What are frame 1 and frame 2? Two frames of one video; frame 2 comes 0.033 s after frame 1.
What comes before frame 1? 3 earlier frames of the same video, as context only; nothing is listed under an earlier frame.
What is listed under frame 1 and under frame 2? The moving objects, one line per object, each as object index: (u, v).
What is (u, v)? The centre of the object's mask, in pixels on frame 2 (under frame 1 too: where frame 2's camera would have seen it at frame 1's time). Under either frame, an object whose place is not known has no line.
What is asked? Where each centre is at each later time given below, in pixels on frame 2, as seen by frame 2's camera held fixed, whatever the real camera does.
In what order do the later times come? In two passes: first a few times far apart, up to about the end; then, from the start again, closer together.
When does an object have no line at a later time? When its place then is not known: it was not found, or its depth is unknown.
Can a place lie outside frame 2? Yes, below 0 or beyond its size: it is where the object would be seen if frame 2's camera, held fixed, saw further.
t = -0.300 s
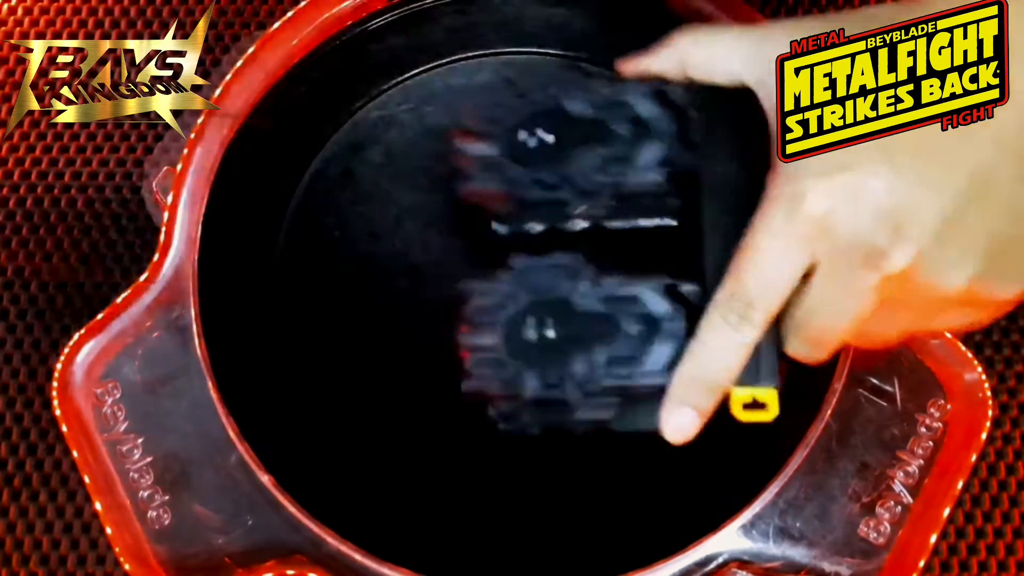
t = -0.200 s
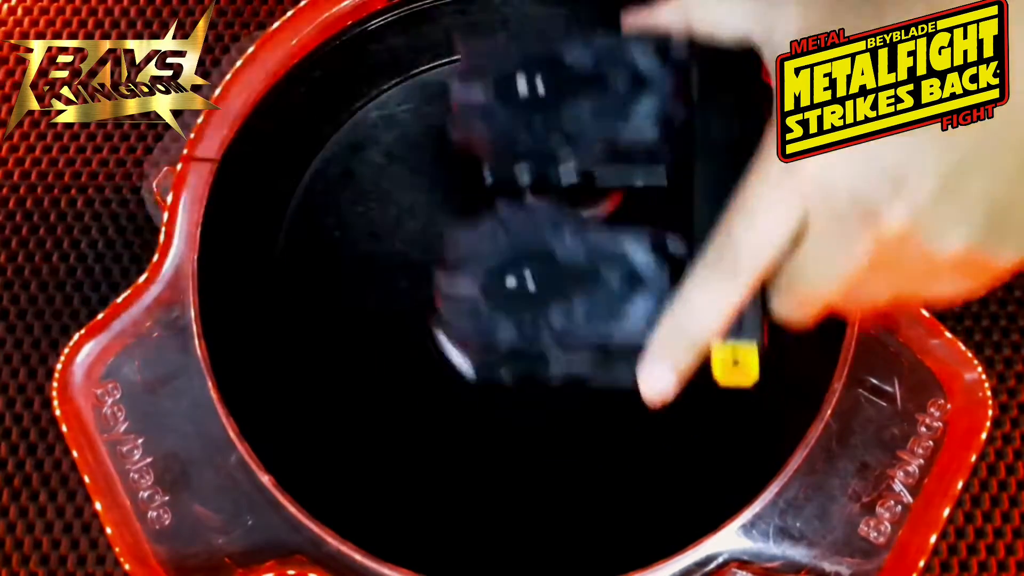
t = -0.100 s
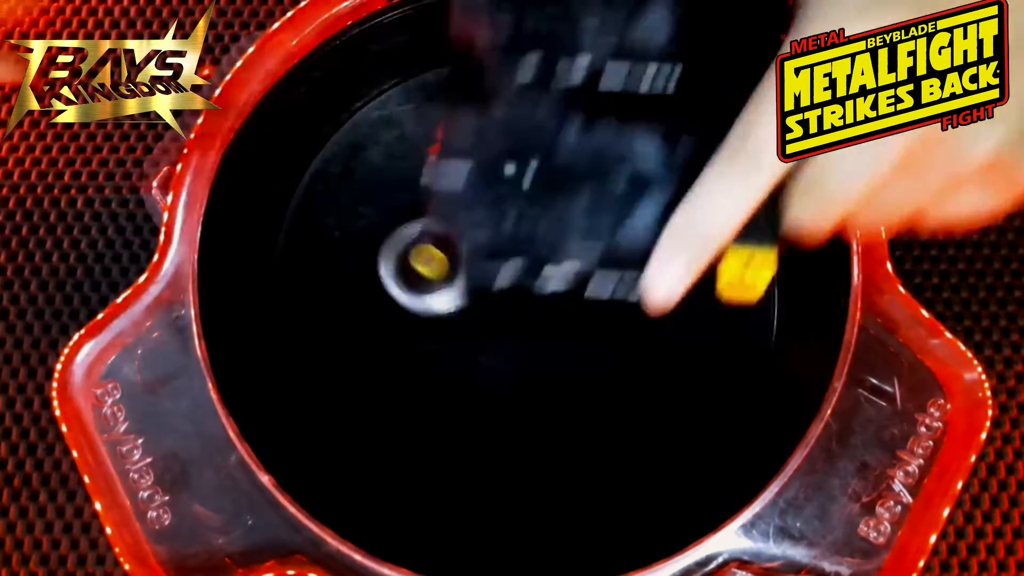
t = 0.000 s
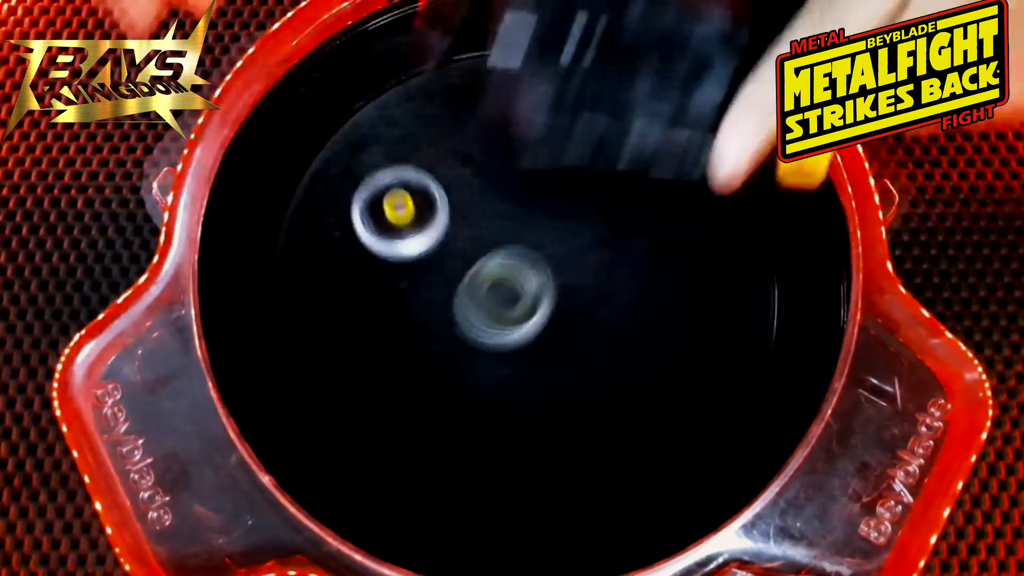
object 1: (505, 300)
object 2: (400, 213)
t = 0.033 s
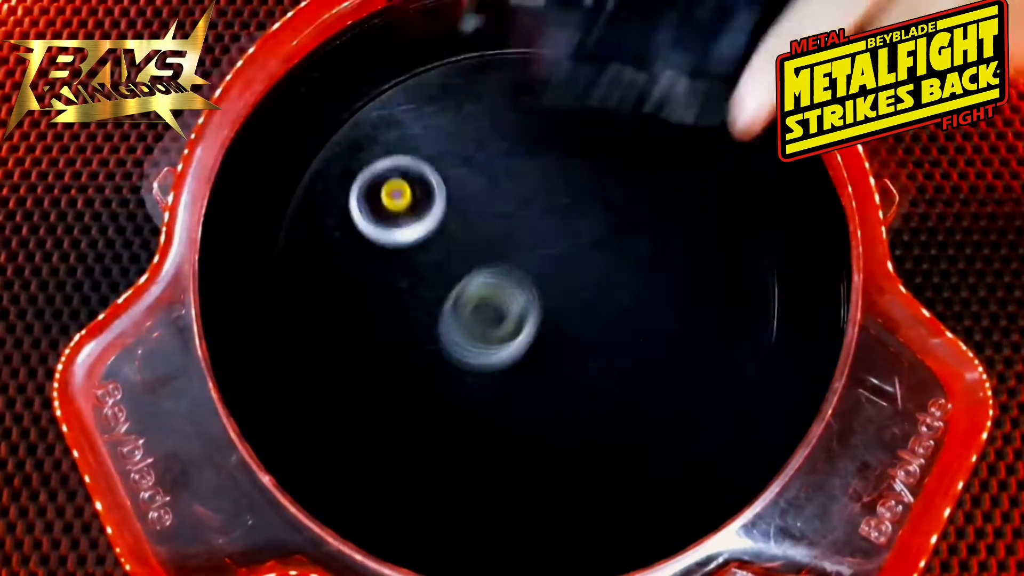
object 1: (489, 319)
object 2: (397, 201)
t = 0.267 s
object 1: (474, 481)
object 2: (458, 212)
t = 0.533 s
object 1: (618, 432)
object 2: (537, 292)
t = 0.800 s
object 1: (608, 337)
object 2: (373, 95)
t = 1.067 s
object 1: (490, 392)
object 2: (370, 51)
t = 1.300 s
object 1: (522, 430)
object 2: (493, 174)
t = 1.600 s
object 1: (422, 294)
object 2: (653, 450)
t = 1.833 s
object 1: (343, 300)
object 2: (577, 401)
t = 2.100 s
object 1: (434, 309)
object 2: (431, 168)
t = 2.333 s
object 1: (482, 198)
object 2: (369, 159)
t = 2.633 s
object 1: (470, 121)
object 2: (447, 271)
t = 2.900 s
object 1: (515, 207)
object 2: (557, 317)
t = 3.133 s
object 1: (615, 178)
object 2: (545, 333)
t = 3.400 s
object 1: (574, 160)
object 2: (513, 269)
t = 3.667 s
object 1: (675, 123)
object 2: (170, 451)
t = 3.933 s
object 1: (591, 202)
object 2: (194, 524)
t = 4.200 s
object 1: (610, 347)
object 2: (194, 514)
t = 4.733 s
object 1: (601, 354)
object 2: (184, 444)
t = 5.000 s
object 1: (463, 370)
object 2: (174, 419)
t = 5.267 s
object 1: (412, 422)
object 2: (167, 401)
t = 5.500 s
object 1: (463, 372)
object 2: (167, 402)
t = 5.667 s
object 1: (469, 288)
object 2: (166, 402)
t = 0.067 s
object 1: (477, 340)
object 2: (398, 193)
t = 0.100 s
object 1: (466, 363)
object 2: (402, 190)
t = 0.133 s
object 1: (458, 388)
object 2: (409, 190)
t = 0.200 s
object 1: (457, 437)
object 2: (431, 198)
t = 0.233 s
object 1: (463, 460)
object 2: (444, 205)
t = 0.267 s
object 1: (474, 481)
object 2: (458, 212)
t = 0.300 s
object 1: (490, 499)
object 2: (471, 220)
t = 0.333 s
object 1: (509, 512)
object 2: (484, 229)
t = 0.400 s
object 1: (556, 518)
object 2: (508, 251)
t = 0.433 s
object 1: (579, 504)
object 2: (519, 262)
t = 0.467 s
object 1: (599, 484)
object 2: (527, 273)
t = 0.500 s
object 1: (612, 460)
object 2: (533, 283)
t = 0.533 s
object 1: (618, 432)
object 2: (537, 292)
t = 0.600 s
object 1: (613, 380)
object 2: (533, 295)
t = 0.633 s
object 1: (624, 383)
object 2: (502, 254)
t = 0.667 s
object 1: (632, 385)
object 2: (466, 207)
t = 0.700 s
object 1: (634, 380)
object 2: (433, 164)
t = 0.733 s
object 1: (630, 371)
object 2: (403, 125)
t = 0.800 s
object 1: (608, 337)
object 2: (373, 95)
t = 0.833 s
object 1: (590, 318)
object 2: (376, 106)
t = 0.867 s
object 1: (568, 301)
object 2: (384, 126)
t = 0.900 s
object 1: (546, 288)
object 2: (394, 147)
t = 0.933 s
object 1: (522, 278)
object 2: (407, 172)
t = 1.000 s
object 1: (491, 305)
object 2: (407, 159)
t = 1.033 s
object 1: (490, 351)
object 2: (386, 100)
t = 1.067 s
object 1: (490, 392)
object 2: (370, 51)
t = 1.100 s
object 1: (491, 428)
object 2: (368, 35)
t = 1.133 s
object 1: (491, 452)
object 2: (381, 44)
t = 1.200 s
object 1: (501, 466)
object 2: (418, 79)
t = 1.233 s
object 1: (510, 458)
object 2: (443, 111)
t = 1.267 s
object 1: (517, 446)
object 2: (469, 142)
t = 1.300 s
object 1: (522, 430)
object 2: (493, 174)
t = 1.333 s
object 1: (521, 411)
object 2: (521, 209)
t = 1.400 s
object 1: (509, 372)
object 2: (577, 278)
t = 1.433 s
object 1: (498, 353)
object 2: (603, 312)
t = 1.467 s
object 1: (484, 337)
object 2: (624, 345)
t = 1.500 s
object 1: (469, 322)
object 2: (640, 377)
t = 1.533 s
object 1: (453, 310)
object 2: (651, 405)
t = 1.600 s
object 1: (422, 294)
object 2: (653, 450)
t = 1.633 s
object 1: (406, 288)
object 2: (647, 464)
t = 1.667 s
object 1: (391, 285)
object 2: (638, 470)
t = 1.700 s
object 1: (378, 283)
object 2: (626, 469)
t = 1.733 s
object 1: (367, 283)
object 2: (614, 462)
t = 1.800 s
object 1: (349, 292)
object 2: (589, 427)
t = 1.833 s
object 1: (343, 300)
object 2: (577, 401)
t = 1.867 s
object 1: (342, 309)
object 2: (565, 372)
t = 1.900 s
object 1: (346, 317)
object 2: (552, 340)
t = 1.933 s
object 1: (355, 324)
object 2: (534, 306)
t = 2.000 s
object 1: (383, 329)
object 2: (495, 242)
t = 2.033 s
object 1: (401, 326)
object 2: (474, 215)
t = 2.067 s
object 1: (418, 320)
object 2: (453, 189)
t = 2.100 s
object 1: (434, 309)
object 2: (431, 168)
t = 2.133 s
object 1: (449, 297)
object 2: (412, 153)
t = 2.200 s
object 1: (470, 265)
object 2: (381, 138)
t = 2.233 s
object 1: (477, 248)
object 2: (371, 138)
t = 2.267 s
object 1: (482, 230)
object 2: (366, 142)
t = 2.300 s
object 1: (483, 214)
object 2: (365, 150)
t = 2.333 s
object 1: (482, 198)
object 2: (369, 159)
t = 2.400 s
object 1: (486, 168)
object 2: (374, 183)
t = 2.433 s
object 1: (490, 158)
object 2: (373, 195)
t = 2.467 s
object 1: (491, 146)
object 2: (376, 208)
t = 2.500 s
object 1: (490, 137)
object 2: (385, 221)
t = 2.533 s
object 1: (487, 129)
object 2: (397, 234)
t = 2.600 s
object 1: (476, 120)
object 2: (429, 260)
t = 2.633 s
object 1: (470, 121)
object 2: (447, 271)
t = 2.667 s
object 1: (463, 126)
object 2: (467, 281)
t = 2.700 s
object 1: (459, 134)
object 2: (486, 290)
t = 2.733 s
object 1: (460, 147)
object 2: (504, 298)
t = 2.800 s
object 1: (475, 175)
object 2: (534, 309)
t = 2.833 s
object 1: (486, 188)
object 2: (545, 313)
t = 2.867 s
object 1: (500, 199)
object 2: (552, 316)
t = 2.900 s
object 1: (515, 207)
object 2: (557, 317)
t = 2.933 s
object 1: (532, 214)
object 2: (558, 316)
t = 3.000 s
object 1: (566, 211)
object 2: (557, 324)
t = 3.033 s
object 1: (582, 204)
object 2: (554, 331)
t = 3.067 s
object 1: (596, 197)
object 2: (552, 334)
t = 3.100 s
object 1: (607, 188)
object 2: (548, 335)
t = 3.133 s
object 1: (615, 178)
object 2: (545, 333)
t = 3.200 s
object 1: (621, 160)
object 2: (539, 323)
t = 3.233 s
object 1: (619, 151)
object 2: (537, 315)
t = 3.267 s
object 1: (614, 145)
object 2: (533, 306)
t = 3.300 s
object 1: (605, 141)
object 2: (529, 298)
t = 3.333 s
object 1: (595, 142)
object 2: (523, 288)
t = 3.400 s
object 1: (574, 160)
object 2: (513, 269)
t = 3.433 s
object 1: (566, 176)
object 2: (507, 261)
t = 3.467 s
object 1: (591, 169)
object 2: (453, 284)
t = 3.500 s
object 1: (628, 152)
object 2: (384, 320)
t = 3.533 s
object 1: (657, 138)
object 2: (312, 354)
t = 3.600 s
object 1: (685, 120)
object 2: (222, 400)
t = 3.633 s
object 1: (683, 120)
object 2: (195, 423)
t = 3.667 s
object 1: (675, 123)
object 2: (170, 451)
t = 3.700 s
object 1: (666, 125)
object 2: (160, 475)
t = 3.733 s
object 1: (655, 128)
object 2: (162, 485)
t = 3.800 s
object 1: (630, 140)
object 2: (180, 501)
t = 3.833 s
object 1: (618, 151)
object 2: (179, 510)
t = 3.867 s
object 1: (607, 166)
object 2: (185, 516)
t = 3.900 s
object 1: (598, 183)
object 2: (189, 520)
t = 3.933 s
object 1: (591, 202)
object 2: (194, 524)
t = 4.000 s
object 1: (585, 243)
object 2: (195, 525)
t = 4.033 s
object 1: (586, 262)
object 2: (196, 526)
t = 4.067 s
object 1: (588, 281)
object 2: (196, 525)
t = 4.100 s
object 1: (592, 299)
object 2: (194, 523)
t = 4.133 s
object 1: (596, 316)
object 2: (194, 521)
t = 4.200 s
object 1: (610, 347)
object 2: (194, 514)
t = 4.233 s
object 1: (618, 360)
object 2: (194, 510)
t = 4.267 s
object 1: (626, 373)
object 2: (194, 507)
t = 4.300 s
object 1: (634, 384)
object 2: (193, 502)
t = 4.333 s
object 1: (643, 393)
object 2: (193, 498)
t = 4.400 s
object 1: (657, 404)
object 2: (191, 486)
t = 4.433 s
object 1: (663, 406)
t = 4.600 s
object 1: (661, 381)
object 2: (190, 458)
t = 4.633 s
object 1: (650, 373)
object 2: (189, 455)
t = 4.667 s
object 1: (635, 365)
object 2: (187, 451)
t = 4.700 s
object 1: (618, 358)
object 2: (186, 448)
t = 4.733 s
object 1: (601, 354)
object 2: (184, 444)
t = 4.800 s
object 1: (564, 350)
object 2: (181, 437)
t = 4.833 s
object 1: (545, 349)
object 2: (180, 434)
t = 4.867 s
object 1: (527, 351)
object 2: (178, 431)
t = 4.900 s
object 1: (510, 355)
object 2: (177, 428)
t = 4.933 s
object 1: (493, 359)
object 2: (176, 425)
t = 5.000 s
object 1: (463, 370)
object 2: (174, 419)
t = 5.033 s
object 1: (450, 378)
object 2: (172, 417)
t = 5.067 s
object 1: (438, 385)
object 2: (172, 414)
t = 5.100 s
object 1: (429, 393)
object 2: (171, 411)
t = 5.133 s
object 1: (422, 401)
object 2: (170, 408)
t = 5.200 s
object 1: (413, 413)
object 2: (168, 403)
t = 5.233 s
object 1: (411, 419)
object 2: (167, 401)
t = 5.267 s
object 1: (412, 422)
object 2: (167, 401)
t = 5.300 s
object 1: (416, 424)
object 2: (168, 401)
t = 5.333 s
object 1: (422, 424)
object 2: (167, 401)
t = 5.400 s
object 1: (439, 411)
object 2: (167, 402)
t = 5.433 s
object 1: (448, 400)
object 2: (167, 401)
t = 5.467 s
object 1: (456, 387)
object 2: (167, 402)
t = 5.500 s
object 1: (463, 372)
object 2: (167, 402)
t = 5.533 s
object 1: (468, 356)
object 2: (167, 402)
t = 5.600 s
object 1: (473, 321)
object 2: (166, 403)
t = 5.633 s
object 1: (471, 304)
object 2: (166, 403)
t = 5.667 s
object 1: (469, 288)
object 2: (166, 402)
